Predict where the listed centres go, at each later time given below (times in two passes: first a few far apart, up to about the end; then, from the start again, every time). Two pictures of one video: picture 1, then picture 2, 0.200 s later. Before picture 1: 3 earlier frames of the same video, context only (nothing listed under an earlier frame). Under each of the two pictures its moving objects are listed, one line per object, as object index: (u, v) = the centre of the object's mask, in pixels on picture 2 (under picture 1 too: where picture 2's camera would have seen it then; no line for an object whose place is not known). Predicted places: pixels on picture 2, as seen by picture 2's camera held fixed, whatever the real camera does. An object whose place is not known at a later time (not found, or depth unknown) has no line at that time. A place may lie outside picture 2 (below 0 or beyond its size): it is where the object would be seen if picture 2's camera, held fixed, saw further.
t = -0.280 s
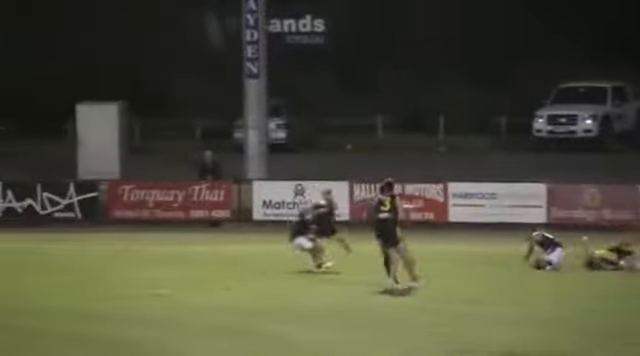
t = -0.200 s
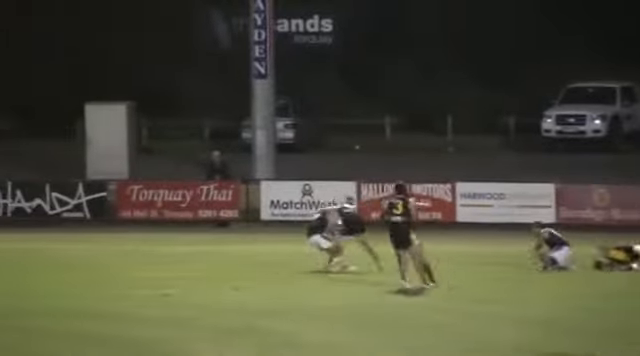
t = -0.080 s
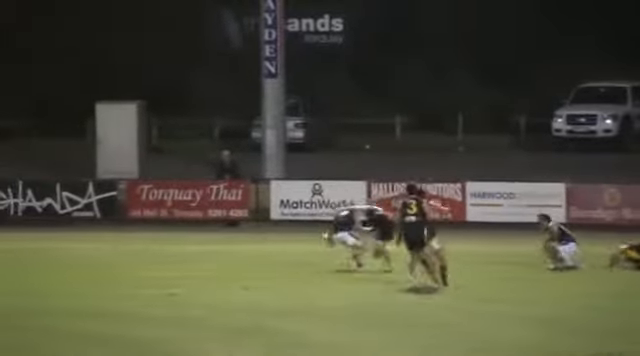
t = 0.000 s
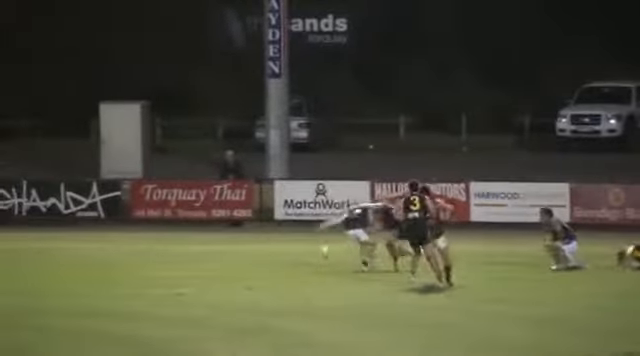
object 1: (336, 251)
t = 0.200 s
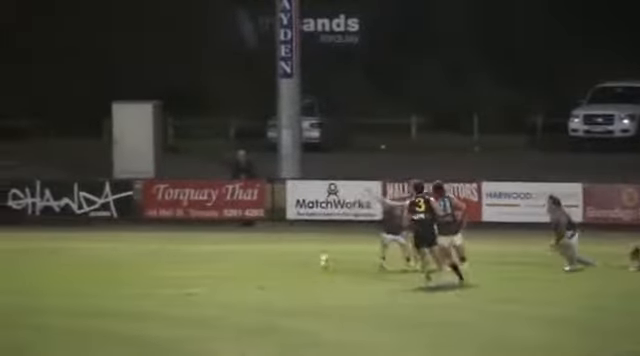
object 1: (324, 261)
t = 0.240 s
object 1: (321, 262)
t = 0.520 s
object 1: (307, 263)
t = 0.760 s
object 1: (299, 262)
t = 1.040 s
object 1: (290, 265)
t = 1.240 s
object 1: (286, 264)
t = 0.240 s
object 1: (321, 262)
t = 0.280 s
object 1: (320, 263)
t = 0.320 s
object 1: (318, 263)
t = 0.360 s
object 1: (315, 263)
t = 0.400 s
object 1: (314, 262)
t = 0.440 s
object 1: (311, 263)
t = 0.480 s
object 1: (309, 262)
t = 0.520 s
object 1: (307, 263)
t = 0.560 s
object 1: (305, 264)
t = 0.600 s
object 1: (304, 264)
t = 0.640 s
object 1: (304, 263)
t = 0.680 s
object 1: (301, 263)
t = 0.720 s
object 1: (300, 263)
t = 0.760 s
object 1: (299, 262)
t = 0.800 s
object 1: (298, 263)
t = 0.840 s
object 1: (297, 263)
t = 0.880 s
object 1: (296, 262)
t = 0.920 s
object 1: (294, 262)
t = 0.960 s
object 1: (293, 264)
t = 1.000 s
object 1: (290, 264)
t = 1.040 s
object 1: (290, 265)
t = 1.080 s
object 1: (289, 265)
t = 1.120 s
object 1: (288, 265)
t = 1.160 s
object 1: (287, 265)
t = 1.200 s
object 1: (287, 264)
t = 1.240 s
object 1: (286, 264)
